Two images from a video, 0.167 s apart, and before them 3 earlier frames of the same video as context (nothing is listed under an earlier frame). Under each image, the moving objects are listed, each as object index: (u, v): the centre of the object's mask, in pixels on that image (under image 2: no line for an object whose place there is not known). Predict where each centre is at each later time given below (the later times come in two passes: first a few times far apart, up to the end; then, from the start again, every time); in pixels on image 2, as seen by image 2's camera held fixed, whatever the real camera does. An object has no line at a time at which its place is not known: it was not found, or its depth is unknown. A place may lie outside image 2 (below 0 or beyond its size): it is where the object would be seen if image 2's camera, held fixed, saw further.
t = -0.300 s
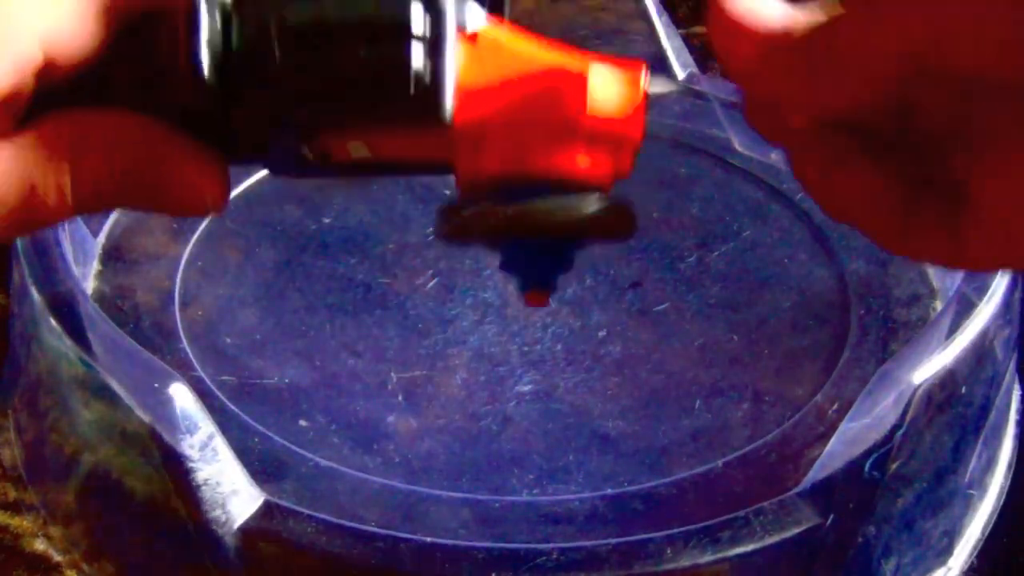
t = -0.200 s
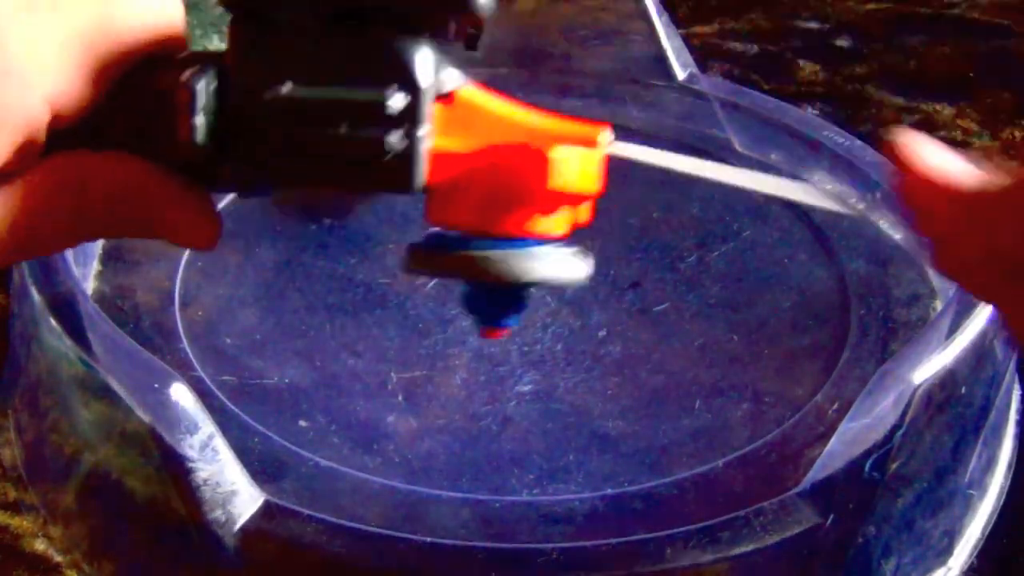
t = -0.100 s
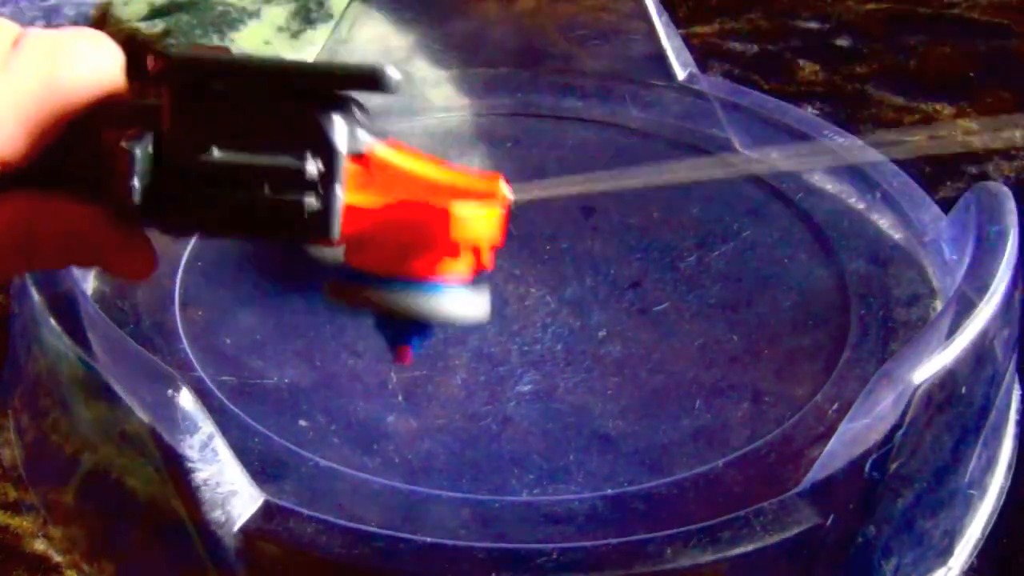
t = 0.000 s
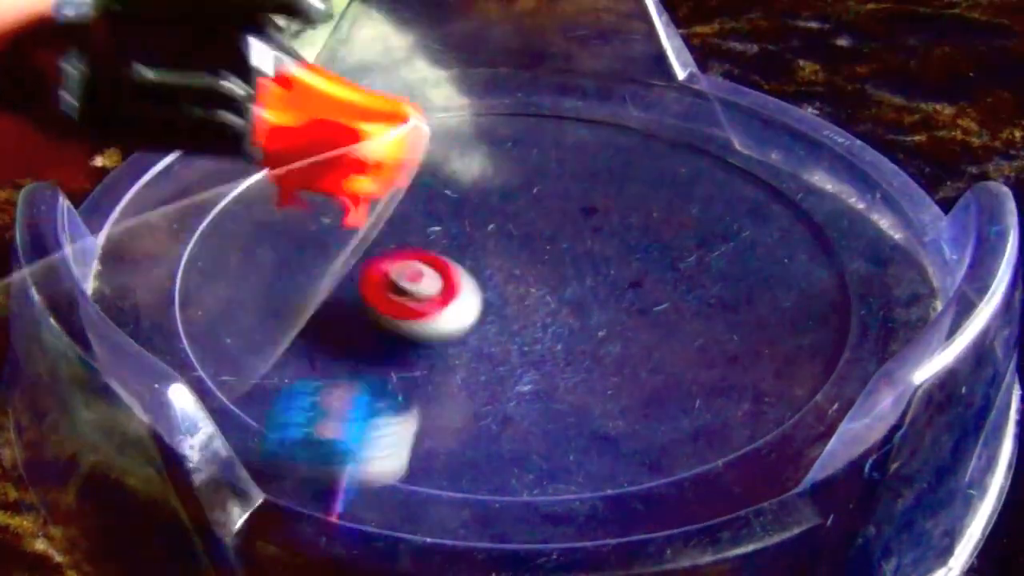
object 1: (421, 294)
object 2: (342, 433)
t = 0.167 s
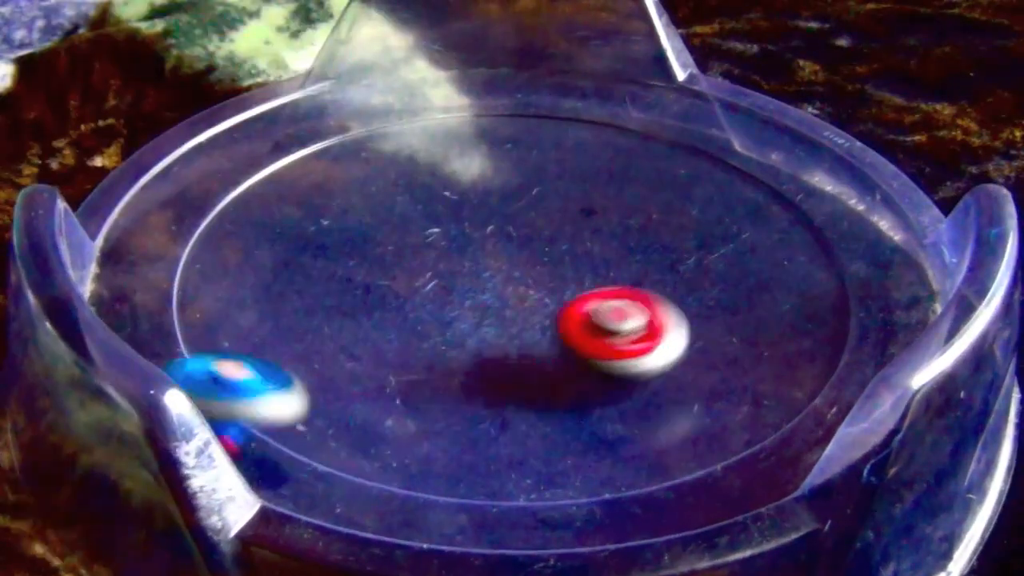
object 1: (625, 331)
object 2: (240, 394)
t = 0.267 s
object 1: (728, 286)
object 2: (159, 314)
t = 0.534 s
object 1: (724, 143)
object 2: (120, 192)
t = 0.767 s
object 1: (602, 137)
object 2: (125, 192)
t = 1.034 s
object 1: (470, 254)
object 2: (155, 154)
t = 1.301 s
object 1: (661, 342)
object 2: (178, 134)
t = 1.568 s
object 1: (767, 255)
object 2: (224, 107)
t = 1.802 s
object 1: (661, 223)
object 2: (281, 98)
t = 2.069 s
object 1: (505, 284)
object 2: (423, 209)
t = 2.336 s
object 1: (555, 375)
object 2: (579, 63)
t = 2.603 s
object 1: (673, 350)
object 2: (589, 70)
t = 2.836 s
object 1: (636, 291)
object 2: (612, 86)
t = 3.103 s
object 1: (438, 349)
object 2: (603, 215)
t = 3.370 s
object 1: (547, 413)
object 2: (614, 129)
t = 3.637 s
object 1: (702, 406)
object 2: (624, 267)
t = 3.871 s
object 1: (716, 366)
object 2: (734, 155)
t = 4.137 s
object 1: (697, 268)
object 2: (391, 317)
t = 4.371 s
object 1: (599, 215)
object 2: (751, 452)
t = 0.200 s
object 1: (664, 320)
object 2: (211, 367)
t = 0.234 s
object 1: (699, 305)
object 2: (181, 339)
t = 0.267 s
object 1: (728, 286)
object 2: (159, 314)
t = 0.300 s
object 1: (749, 265)
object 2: (148, 290)
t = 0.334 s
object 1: (762, 243)
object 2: (146, 267)
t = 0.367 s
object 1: (768, 221)
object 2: (146, 248)
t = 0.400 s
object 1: (767, 201)
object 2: (148, 234)
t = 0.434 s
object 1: (760, 183)
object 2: (145, 223)
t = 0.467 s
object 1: (751, 166)
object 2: (138, 212)
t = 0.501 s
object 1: (738, 153)
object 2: (127, 202)
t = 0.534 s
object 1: (724, 143)
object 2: (120, 192)
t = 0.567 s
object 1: (709, 136)
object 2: (125, 197)
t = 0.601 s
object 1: (692, 132)
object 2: (122, 194)
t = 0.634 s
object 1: (676, 130)
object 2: (127, 199)
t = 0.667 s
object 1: (658, 129)
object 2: (127, 201)
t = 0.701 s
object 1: (641, 130)
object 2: (123, 196)
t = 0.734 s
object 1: (622, 132)
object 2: (122, 193)
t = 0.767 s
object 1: (602, 137)
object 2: (125, 192)
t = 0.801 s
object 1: (579, 143)
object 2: (126, 187)
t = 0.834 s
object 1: (554, 152)
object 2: (133, 184)
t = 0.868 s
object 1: (532, 164)
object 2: (133, 176)
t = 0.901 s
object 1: (510, 178)
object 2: (141, 174)
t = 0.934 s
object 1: (494, 195)
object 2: (141, 165)
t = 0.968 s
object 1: (480, 213)
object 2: (146, 161)
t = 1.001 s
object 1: (472, 233)
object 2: (152, 157)
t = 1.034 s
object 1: (470, 254)
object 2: (155, 154)
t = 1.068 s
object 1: (476, 273)
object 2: (156, 150)
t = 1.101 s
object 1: (488, 293)
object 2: (159, 148)
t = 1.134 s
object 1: (507, 310)
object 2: (162, 147)
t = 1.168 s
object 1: (533, 326)
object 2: (163, 145)
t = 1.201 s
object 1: (562, 337)
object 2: (166, 142)
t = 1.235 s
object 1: (594, 344)
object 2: (169, 140)
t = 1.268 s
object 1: (629, 345)
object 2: (173, 137)
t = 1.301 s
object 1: (661, 342)
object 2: (178, 134)
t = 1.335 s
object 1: (693, 336)
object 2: (183, 129)
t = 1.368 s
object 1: (720, 326)
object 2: (187, 126)
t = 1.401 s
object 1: (743, 315)
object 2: (192, 122)
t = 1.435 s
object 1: (759, 302)
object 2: (197, 118)
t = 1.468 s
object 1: (770, 289)
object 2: (202, 116)
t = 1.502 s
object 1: (774, 277)
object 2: (207, 112)
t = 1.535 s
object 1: (773, 265)
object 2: (214, 109)
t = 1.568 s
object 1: (767, 255)
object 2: (224, 107)
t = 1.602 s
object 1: (759, 247)
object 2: (232, 104)
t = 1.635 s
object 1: (748, 240)
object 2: (241, 99)
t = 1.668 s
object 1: (735, 234)
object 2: (252, 97)
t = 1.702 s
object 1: (720, 229)
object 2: (260, 95)
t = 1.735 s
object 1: (702, 226)
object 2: (265, 94)
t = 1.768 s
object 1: (682, 223)
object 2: (272, 94)
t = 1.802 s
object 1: (661, 223)
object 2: (281, 98)
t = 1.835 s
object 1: (640, 225)
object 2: (288, 103)
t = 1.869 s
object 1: (620, 229)
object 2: (296, 107)
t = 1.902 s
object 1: (598, 235)
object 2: (311, 114)
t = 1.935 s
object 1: (577, 241)
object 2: (322, 130)
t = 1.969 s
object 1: (555, 250)
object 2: (336, 147)
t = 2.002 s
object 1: (535, 261)
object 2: (358, 167)
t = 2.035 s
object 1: (519, 272)
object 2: (384, 190)
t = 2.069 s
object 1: (505, 284)
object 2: (423, 209)
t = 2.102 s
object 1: (496, 296)
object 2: (471, 217)
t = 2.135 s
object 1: (492, 310)
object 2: (521, 212)
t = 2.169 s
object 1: (492, 324)
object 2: (564, 196)
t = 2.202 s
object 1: (496, 338)
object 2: (596, 171)
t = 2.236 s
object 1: (505, 350)
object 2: (616, 138)
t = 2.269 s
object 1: (517, 362)
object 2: (621, 104)
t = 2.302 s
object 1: (535, 369)
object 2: (602, 72)
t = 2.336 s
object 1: (555, 375)
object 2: (579, 63)
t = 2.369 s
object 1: (575, 378)
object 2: (557, 69)
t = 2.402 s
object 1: (594, 380)
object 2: (550, 69)
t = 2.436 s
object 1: (614, 377)
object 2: (552, 68)
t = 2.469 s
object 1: (629, 375)
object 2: (560, 66)
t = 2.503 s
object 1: (645, 369)
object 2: (569, 67)
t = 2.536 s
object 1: (657, 364)
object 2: (575, 70)
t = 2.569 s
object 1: (665, 357)
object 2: (581, 71)
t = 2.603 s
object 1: (673, 350)
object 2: (589, 70)
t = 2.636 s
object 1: (678, 341)
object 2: (598, 73)
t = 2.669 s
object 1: (679, 333)
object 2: (604, 74)
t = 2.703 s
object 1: (678, 324)
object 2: (608, 74)
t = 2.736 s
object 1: (673, 315)
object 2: (613, 74)
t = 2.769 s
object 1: (664, 307)
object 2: (617, 77)
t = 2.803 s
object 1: (652, 298)
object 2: (617, 82)
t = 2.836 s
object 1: (636, 291)
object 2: (612, 86)
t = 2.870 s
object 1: (618, 285)
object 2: (598, 95)
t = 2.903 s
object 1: (596, 279)
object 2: (580, 111)
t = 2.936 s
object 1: (574, 275)
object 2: (559, 135)
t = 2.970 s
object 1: (549, 272)
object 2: (536, 168)
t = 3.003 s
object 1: (522, 275)
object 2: (530, 201)
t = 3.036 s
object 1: (486, 307)
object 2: (544, 203)
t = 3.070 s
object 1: (457, 331)
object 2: (569, 211)
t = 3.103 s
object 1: (438, 349)
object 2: (603, 215)
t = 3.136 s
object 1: (430, 364)
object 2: (639, 210)
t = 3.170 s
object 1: (432, 378)
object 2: (669, 196)
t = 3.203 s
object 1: (442, 390)
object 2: (685, 177)
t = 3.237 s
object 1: (459, 399)
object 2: (687, 154)
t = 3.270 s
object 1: (481, 406)
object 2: (678, 135)
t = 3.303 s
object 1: (502, 411)
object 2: (660, 123)
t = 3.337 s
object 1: (526, 414)
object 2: (641, 121)
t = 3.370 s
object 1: (547, 413)
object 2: (614, 129)
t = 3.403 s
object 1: (568, 410)
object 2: (581, 145)
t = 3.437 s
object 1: (586, 404)
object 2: (548, 171)
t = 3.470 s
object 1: (602, 397)
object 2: (525, 206)
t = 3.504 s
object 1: (617, 386)
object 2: (520, 244)
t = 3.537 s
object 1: (628, 375)
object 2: (537, 281)
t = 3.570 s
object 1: (638, 363)
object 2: (569, 304)
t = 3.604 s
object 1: (670, 374)
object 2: (600, 280)
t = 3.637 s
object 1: (702, 406)
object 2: (624, 267)
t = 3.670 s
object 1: (718, 412)
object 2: (654, 258)
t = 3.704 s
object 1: (723, 411)
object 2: (690, 253)
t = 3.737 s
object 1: (722, 409)
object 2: (726, 239)
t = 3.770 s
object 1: (720, 399)
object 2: (752, 217)
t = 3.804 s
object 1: (719, 388)
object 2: (759, 192)
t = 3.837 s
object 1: (718, 378)
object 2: (754, 169)
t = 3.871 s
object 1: (716, 366)
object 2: (734, 155)
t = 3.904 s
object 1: (714, 352)
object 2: (701, 151)
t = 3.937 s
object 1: (707, 337)
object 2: (658, 157)
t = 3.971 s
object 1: (696, 321)
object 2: (606, 174)
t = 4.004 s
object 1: (679, 306)
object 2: (560, 198)
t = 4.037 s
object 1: (657, 294)
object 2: (524, 232)
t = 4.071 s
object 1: (632, 283)
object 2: (504, 268)
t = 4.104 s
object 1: (666, 276)
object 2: (441, 293)
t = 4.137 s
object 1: (697, 268)
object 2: (391, 317)
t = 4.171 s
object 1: (715, 261)
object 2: (368, 347)
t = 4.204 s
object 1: (720, 253)
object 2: (380, 382)
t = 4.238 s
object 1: (714, 245)
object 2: (424, 421)
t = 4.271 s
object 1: (696, 237)
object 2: (497, 445)
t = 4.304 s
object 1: (670, 229)
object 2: (589, 449)
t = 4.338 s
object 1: (636, 221)
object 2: (674, 454)
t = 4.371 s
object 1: (599, 215)
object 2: (751, 452)
